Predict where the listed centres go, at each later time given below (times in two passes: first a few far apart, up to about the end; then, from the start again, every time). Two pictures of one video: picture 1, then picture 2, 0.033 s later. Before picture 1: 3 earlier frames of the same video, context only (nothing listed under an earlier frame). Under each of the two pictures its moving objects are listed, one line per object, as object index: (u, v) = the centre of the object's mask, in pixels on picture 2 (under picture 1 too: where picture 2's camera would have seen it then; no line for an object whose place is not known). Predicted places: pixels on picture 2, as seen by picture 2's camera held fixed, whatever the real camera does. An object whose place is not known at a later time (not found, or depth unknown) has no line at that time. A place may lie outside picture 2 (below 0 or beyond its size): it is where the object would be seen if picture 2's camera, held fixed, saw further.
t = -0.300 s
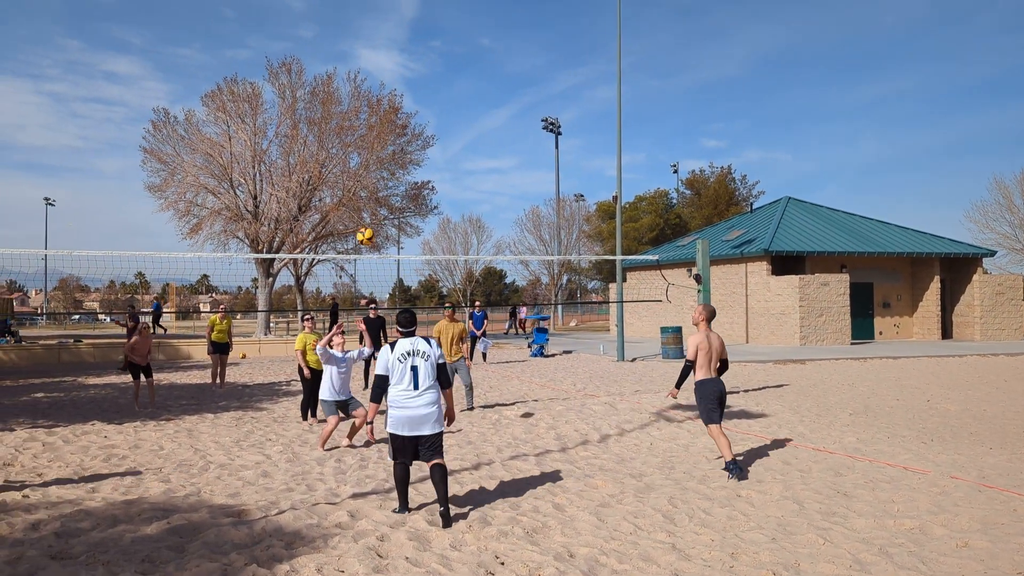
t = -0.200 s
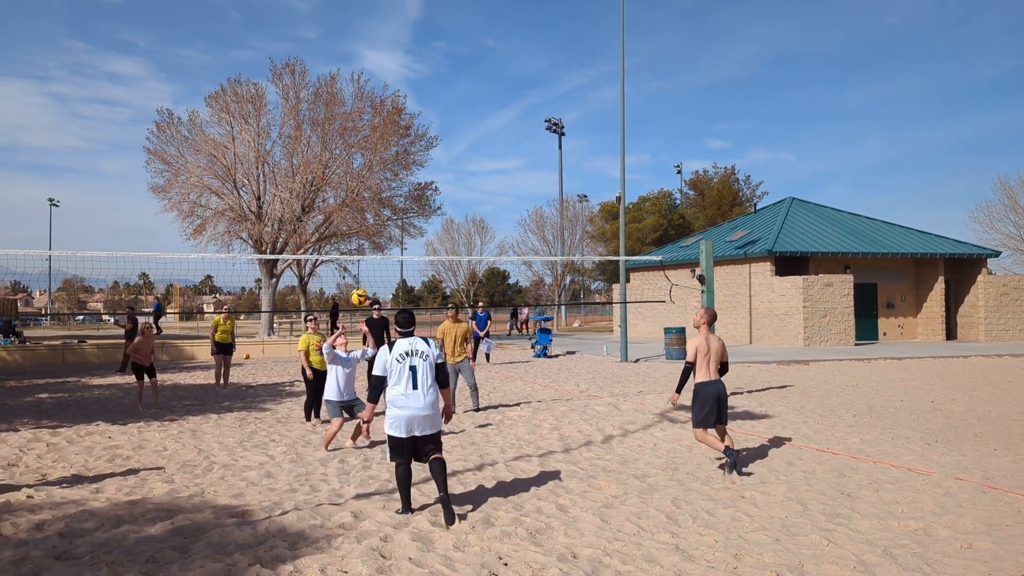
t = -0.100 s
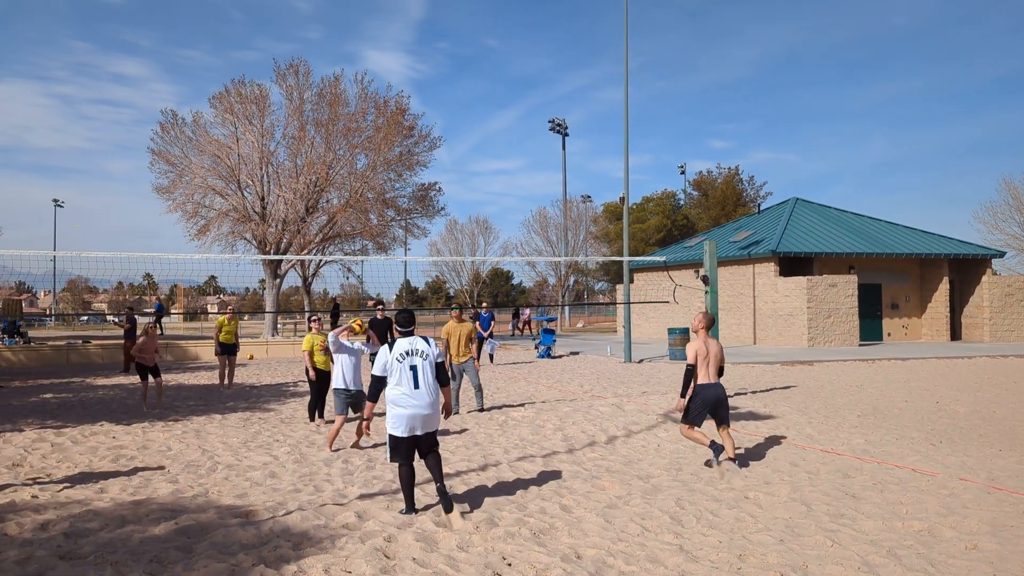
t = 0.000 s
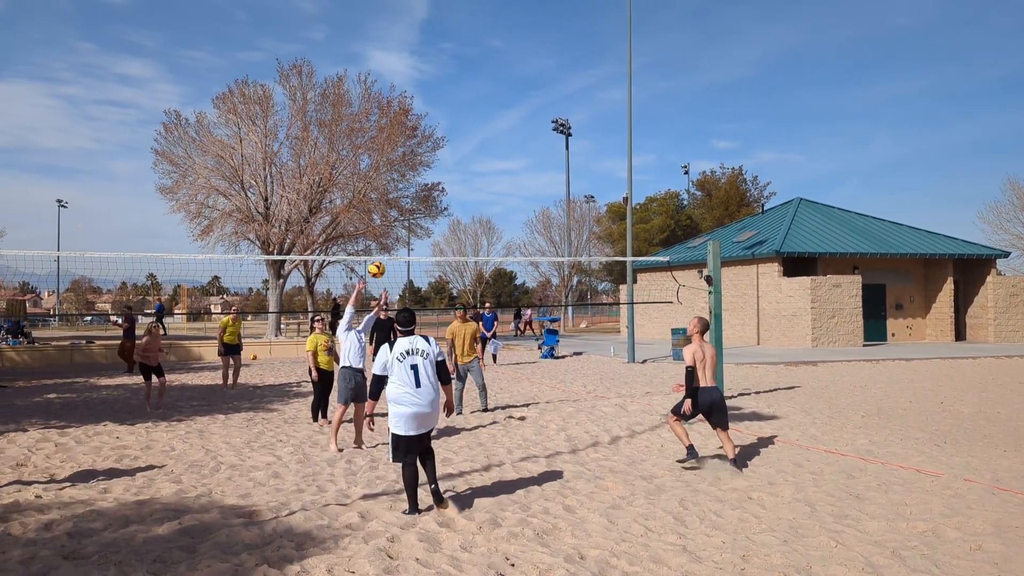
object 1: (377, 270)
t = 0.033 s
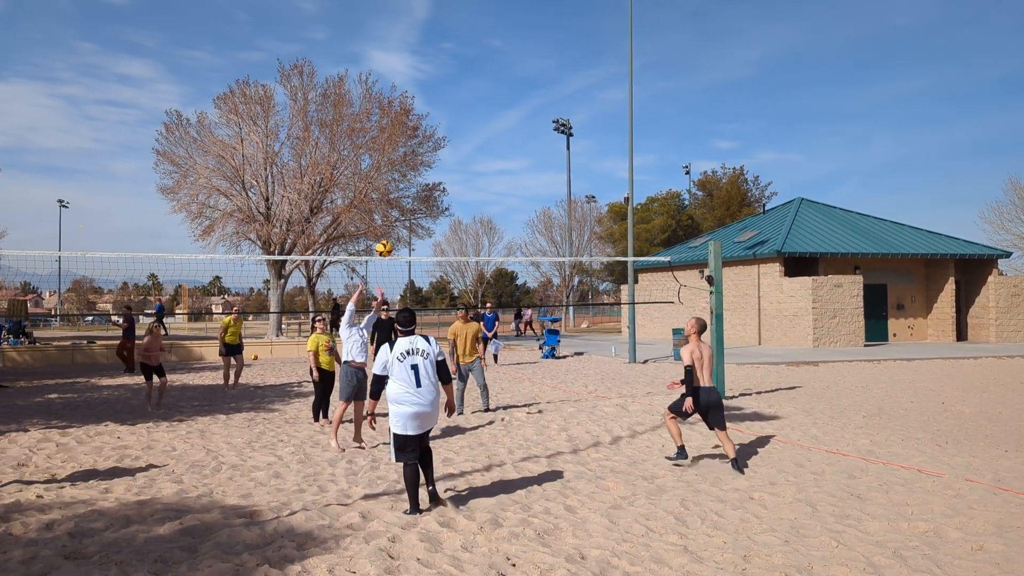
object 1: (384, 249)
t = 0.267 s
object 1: (427, 131)
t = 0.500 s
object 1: (464, 62)
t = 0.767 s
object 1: (504, 38)
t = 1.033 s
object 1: (540, 67)
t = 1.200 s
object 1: (560, 109)
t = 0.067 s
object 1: (391, 228)
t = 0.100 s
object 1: (397, 210)
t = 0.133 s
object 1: (403, 191)
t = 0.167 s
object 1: (409, 175)
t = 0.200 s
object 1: (415, 160)
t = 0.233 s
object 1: (421, 145)
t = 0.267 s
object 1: (427, 131)
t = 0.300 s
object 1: (432, 118)
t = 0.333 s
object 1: (438, 106)
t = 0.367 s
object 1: (443, 96)
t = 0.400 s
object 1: (448, 86)
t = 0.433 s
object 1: (454, 77)
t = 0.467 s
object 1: (459, 68)
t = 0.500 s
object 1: (464, 62)
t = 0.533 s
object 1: (469, 56)
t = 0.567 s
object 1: (475, 50)
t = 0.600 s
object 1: (480, 46)
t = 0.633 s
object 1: (484, 43)
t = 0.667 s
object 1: (489, 41)
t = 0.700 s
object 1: (494, 39)
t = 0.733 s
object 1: (499, 38)
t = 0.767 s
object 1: (504, 38)
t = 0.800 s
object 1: (508, 39)
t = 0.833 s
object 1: (513, 41)
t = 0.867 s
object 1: (518, 43)
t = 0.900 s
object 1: (522, 46)
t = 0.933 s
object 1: (526, 50)
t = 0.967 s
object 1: (531, 55)
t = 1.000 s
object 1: (535, 61)
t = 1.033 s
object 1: (540, 67)
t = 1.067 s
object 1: (544, 74)
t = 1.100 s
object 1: (548, 82)
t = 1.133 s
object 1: (552, 90)
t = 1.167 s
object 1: (556, 99)
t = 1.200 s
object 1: (560, 109)
